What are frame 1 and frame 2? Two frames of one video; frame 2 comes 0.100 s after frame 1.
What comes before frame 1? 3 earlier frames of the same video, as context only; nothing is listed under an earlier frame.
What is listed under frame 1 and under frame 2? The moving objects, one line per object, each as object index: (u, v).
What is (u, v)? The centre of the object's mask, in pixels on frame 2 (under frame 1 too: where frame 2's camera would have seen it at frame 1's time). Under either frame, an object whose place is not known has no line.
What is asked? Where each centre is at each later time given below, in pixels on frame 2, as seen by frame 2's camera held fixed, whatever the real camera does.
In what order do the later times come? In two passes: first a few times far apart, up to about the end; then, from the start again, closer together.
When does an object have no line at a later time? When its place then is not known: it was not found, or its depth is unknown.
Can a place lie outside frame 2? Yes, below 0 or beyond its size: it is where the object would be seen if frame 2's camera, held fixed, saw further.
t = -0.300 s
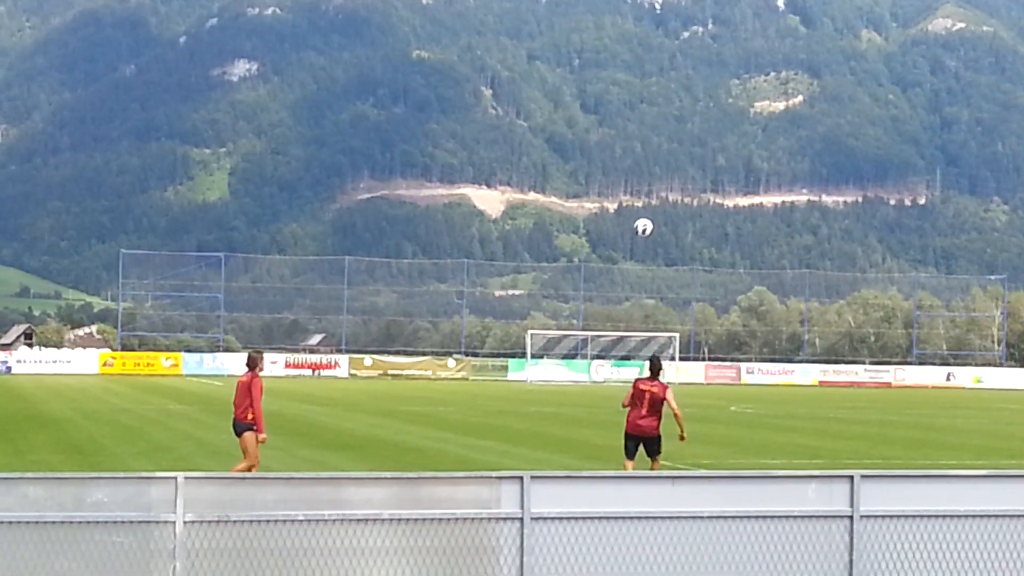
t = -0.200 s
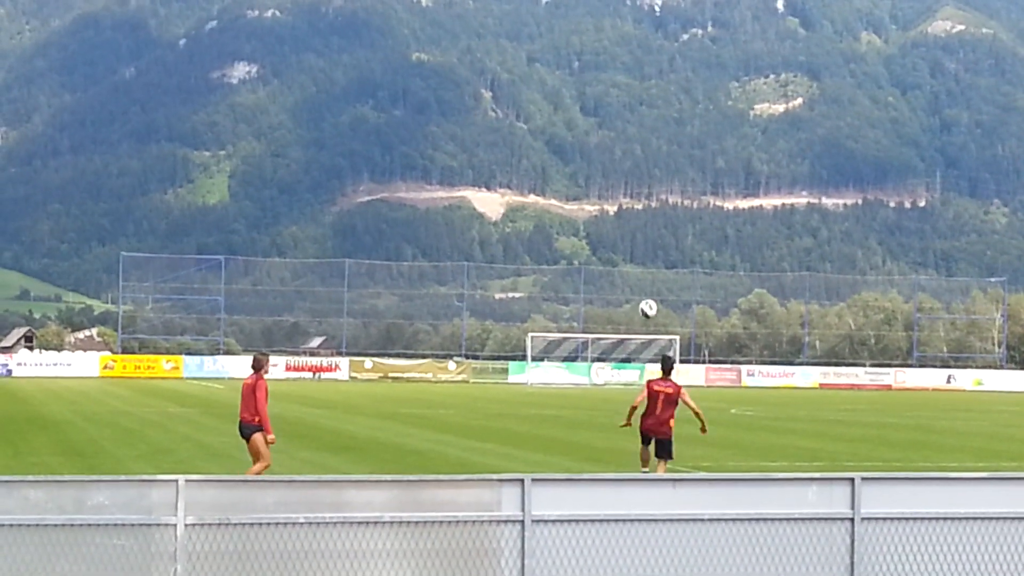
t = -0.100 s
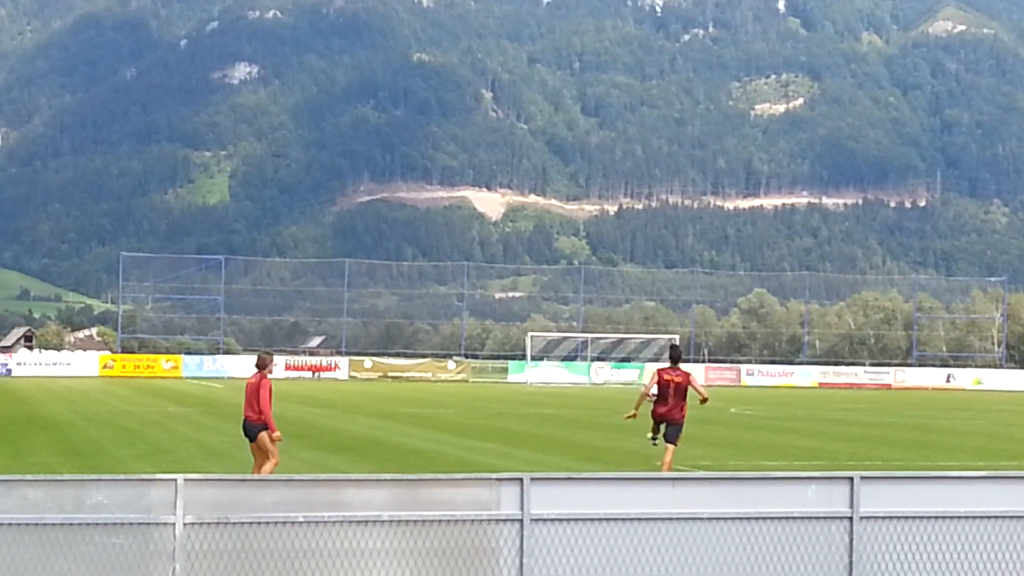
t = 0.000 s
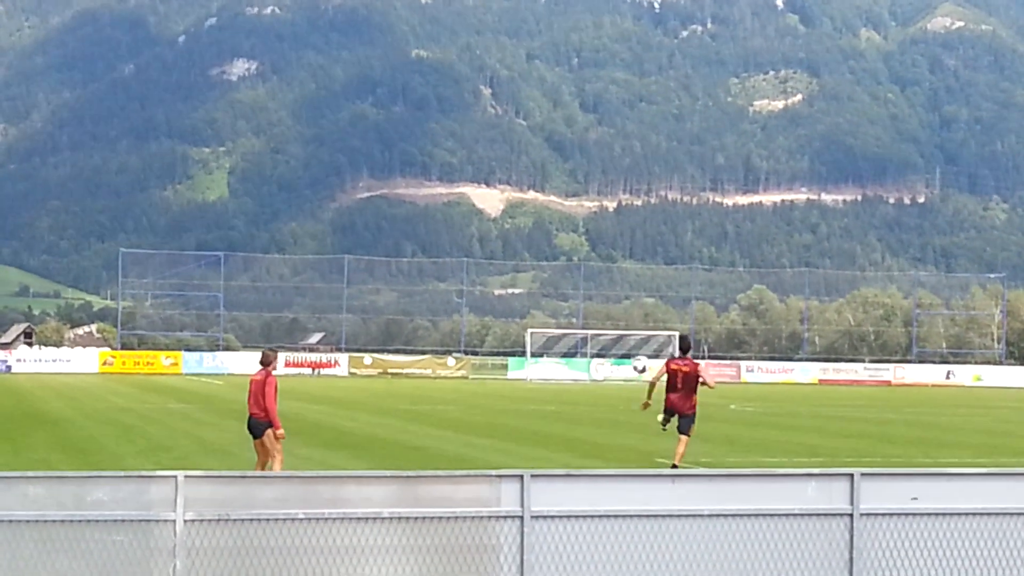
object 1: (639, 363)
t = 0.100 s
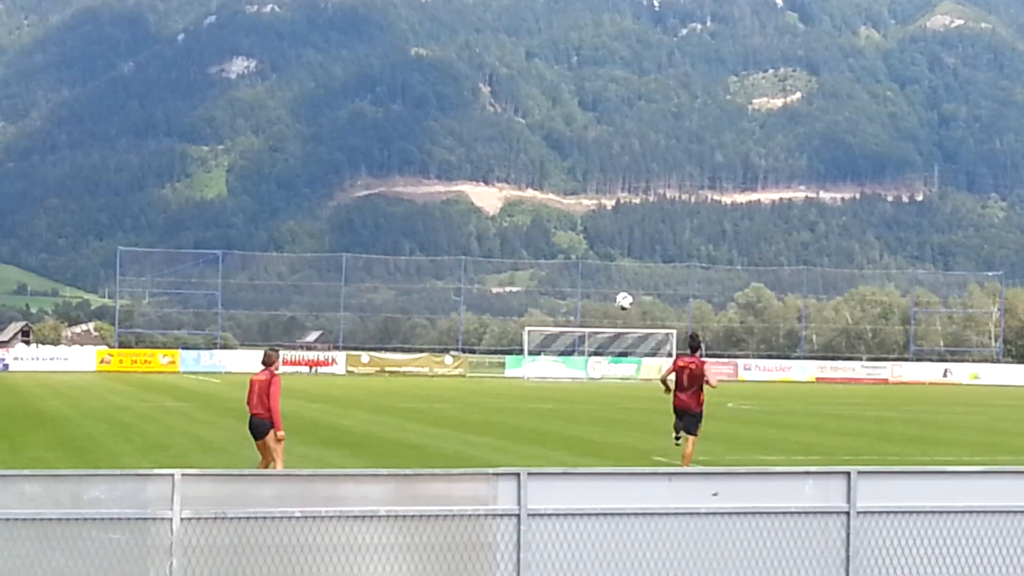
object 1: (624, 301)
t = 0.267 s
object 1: (598, 215)
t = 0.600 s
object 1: (547, 106)
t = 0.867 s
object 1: (504, 80)
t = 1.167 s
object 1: (455, 118)
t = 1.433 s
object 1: (412, 211)
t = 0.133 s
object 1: (619, 282)
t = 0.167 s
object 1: (615, 263)
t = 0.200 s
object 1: (608, 247)
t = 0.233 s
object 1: (604, 231)
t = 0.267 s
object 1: (598, 215)
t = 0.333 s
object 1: (588, 187)
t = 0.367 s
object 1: (583, 174)
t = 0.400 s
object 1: (577, 161)
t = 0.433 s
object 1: (572, 150)
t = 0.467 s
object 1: (567, 140)
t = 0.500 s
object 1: (562, 130)
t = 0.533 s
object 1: (557, 121)
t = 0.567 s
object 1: (552, 114)
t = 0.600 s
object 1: (547, 106)
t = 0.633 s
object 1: (542, 101)
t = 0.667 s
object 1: (535, 95)
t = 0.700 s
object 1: (530, 90)
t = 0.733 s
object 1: (526, 86)
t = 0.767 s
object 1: (520, 83)
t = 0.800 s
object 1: (515, 81)
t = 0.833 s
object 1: (509, 81)
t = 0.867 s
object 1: (504, 80)
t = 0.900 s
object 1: (498, 81)
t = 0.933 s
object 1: (494, 82)
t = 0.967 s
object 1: (488, 85)
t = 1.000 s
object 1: (483, 88)
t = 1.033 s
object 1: (477, 92)
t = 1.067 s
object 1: (472, 97)
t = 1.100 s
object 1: (466, 103)
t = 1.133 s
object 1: (461, 109)
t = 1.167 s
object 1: (455, 118)
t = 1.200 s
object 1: (451, 126)
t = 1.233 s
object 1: (444, 136)
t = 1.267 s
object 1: (439, 145)
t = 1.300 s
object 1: (434, 157)
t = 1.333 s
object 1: (429, 170)
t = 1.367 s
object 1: (423, 182)
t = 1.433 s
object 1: (412, 211)
